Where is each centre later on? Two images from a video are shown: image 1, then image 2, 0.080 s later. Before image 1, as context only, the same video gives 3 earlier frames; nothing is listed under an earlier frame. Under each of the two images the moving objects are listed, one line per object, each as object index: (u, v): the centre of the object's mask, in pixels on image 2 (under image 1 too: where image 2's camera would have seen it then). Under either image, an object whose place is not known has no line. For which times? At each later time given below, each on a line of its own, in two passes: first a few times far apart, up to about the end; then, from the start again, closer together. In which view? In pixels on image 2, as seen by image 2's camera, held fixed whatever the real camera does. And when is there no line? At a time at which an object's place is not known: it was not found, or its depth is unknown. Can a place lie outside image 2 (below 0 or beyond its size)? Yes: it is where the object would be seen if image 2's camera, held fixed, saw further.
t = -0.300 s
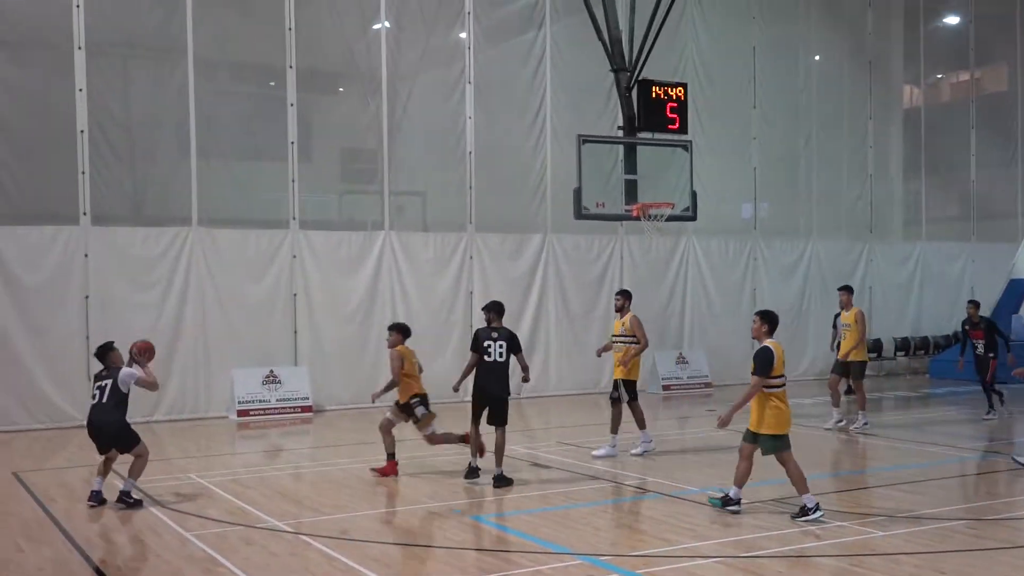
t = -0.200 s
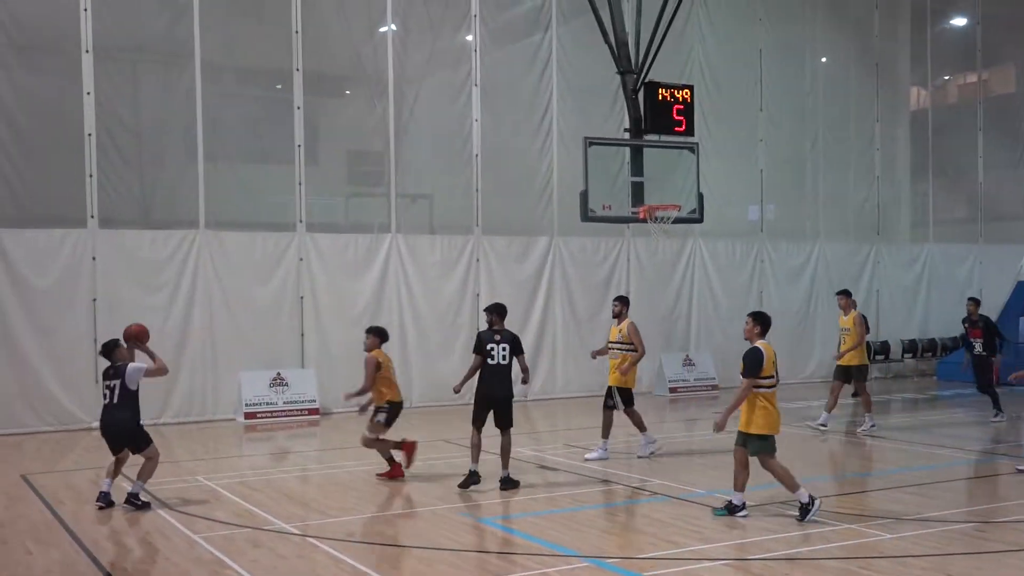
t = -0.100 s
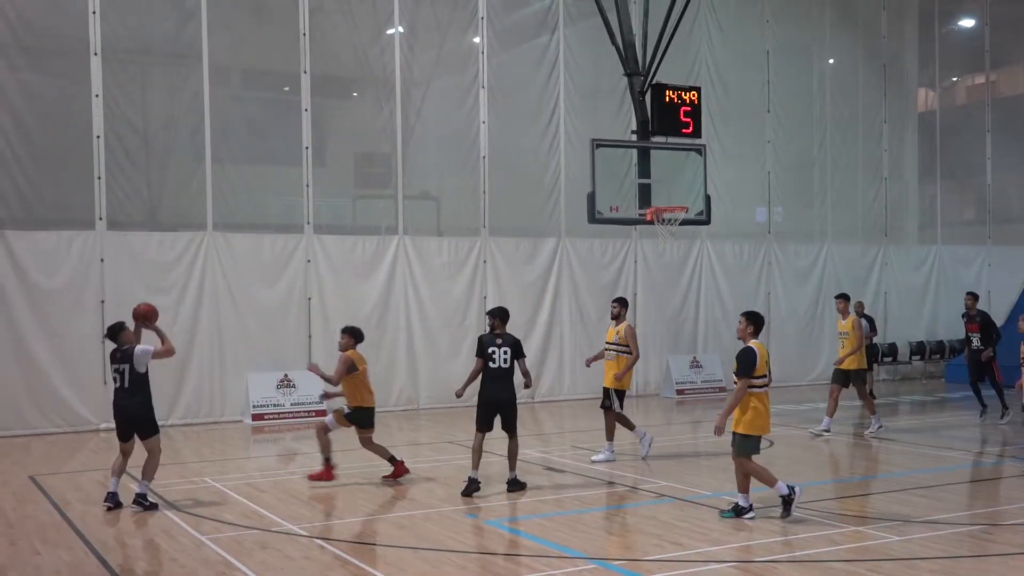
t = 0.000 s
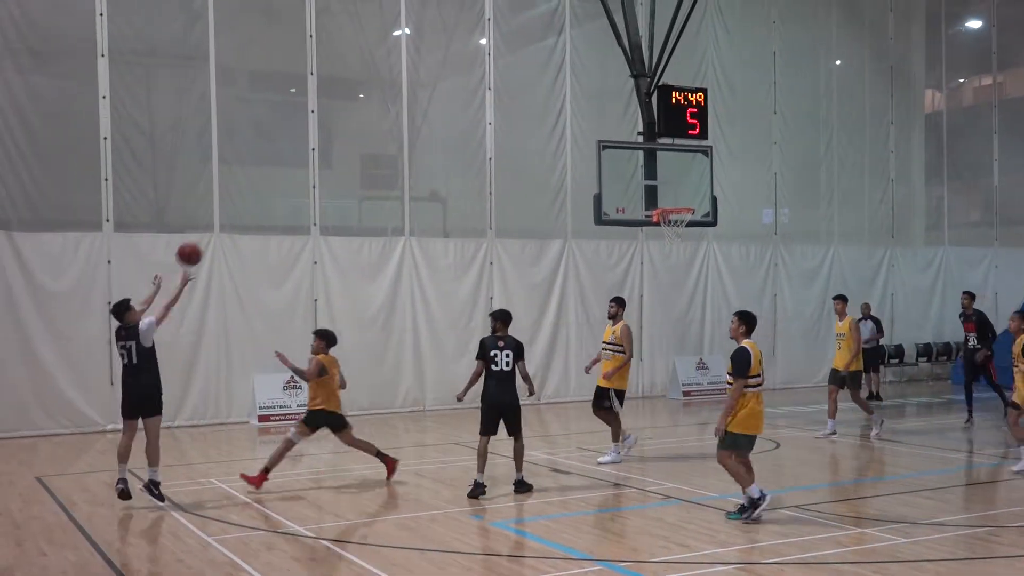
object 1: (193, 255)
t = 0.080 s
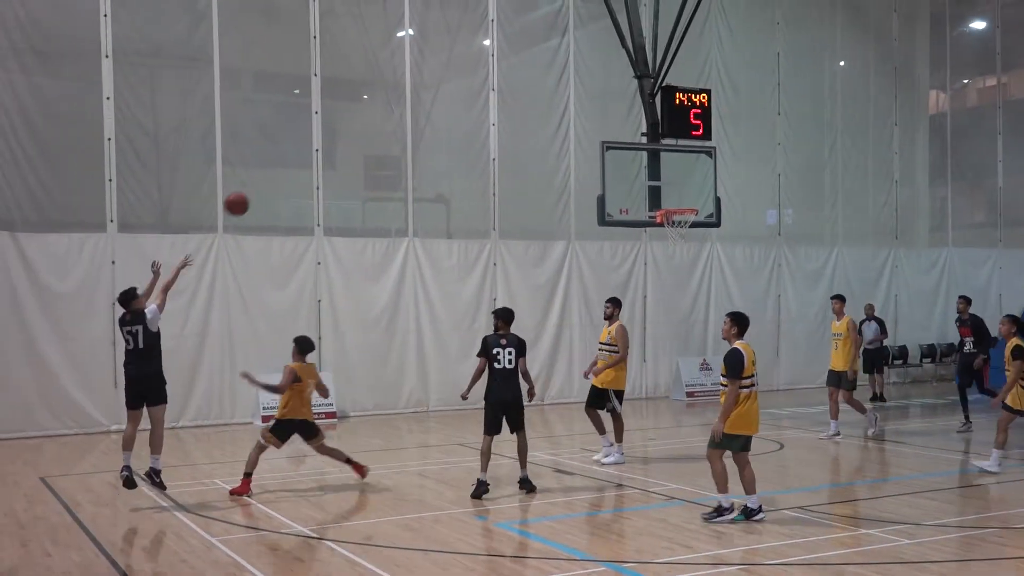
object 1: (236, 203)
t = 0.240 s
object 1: (317, 127)
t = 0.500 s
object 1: (432, 63)
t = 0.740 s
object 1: (524, 60)
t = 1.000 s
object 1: (609, 108)
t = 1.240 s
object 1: (679, 191)
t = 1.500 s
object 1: (641, 157)
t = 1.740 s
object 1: (588, 144)
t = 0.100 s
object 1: (247, 192)
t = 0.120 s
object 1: (257, 182)
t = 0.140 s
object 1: (268, 172)
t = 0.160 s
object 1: (278, 162)
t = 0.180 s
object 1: (288, 153)
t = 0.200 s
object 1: (298, 143)
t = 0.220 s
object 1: (307, 135)
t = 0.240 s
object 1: (317, 127)
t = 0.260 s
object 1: (327, 120)
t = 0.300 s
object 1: (346, 106)
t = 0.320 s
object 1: (355, 100)
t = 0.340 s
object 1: (364, 95)
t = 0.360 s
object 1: (374, 89)
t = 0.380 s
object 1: (382, 84)
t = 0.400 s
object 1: (391, 80)
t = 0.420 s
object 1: (399, 76)
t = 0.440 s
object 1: (408, 72)
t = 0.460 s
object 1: (416, 69)
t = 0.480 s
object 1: (424, 66)
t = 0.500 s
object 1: (432, 63)
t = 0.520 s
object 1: (441, 62)
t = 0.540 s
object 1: (449, 60)
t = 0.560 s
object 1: (457, 58)
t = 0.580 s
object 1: (465, 57)
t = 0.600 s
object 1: (472, 56)
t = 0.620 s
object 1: (480, 56)
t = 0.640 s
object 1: (487, 56)
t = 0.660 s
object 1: (495, 56)
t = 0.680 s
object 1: (502, 57)
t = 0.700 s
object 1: (509, 57)
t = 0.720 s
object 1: (517, 59)
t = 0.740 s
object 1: (524, 60)
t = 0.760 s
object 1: (531, 62)
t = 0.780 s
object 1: (537, 64)
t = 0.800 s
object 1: (544, 67)
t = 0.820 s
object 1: (551, 70)
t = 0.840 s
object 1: (558, 72)
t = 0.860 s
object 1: (565, 76)
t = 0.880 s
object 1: (571, 80)
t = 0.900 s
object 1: (578, 84)
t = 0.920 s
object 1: (584, 88)
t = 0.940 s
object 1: (591, 93)
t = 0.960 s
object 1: (597, 98)
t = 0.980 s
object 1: (603, 103)
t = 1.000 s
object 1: (609, 108)
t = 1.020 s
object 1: (615, 114)
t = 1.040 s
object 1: (621, 119)
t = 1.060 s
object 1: (628, 126)
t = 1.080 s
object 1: (633, 132)
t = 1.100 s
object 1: (639, 138)
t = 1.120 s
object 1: (645, 145)
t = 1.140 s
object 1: (650, 151)
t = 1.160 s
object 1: (656, 159)
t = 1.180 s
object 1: (662, 167)
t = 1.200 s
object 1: (668, 175)
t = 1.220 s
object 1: (673, 183)
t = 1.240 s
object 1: (679, 191)
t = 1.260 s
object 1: (684, 199)
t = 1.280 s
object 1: (688, 204)
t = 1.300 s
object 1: (683, 199)
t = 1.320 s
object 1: (679, 193)
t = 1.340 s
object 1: (675, 188)
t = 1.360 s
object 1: (671, 183)
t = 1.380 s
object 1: (668, 178)
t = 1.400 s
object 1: (662, 174)
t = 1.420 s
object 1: (658, 170)
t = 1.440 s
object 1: (654, 166)
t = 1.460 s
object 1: (650, 163)
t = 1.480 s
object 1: (646, 160)
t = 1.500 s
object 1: (641, 157)
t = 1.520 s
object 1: (637, 154)
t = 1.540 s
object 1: (632, 153)
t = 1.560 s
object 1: (628, 151)
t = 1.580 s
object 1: (624, 148)
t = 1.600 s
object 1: (619, 147)
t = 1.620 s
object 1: (615, 145)
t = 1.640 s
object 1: (610, 144)
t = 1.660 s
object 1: (605, 144)
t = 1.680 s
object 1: (601, 144)
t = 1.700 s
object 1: (597, 144)
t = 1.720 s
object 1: (592, 144)
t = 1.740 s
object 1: (588, 144)
